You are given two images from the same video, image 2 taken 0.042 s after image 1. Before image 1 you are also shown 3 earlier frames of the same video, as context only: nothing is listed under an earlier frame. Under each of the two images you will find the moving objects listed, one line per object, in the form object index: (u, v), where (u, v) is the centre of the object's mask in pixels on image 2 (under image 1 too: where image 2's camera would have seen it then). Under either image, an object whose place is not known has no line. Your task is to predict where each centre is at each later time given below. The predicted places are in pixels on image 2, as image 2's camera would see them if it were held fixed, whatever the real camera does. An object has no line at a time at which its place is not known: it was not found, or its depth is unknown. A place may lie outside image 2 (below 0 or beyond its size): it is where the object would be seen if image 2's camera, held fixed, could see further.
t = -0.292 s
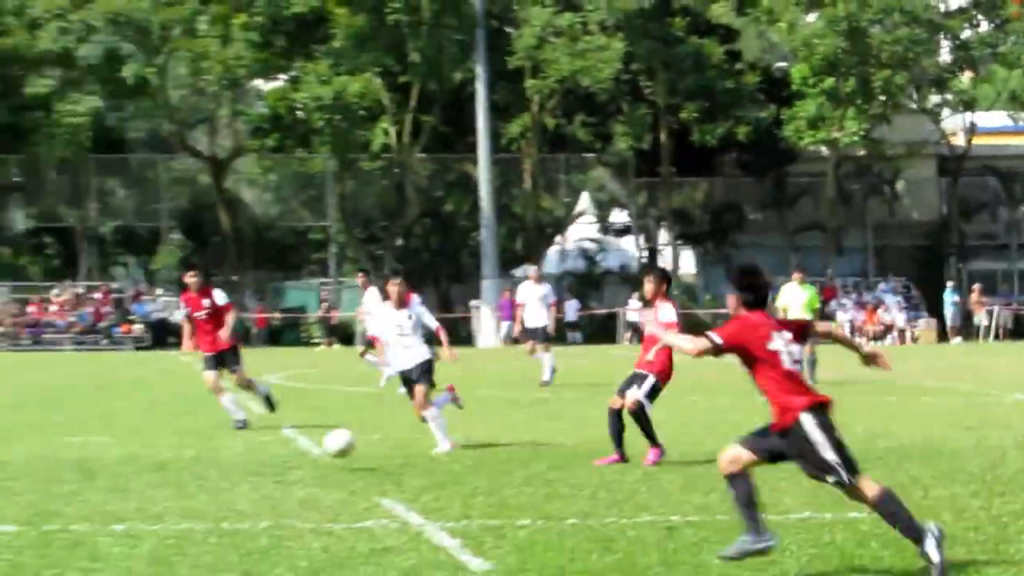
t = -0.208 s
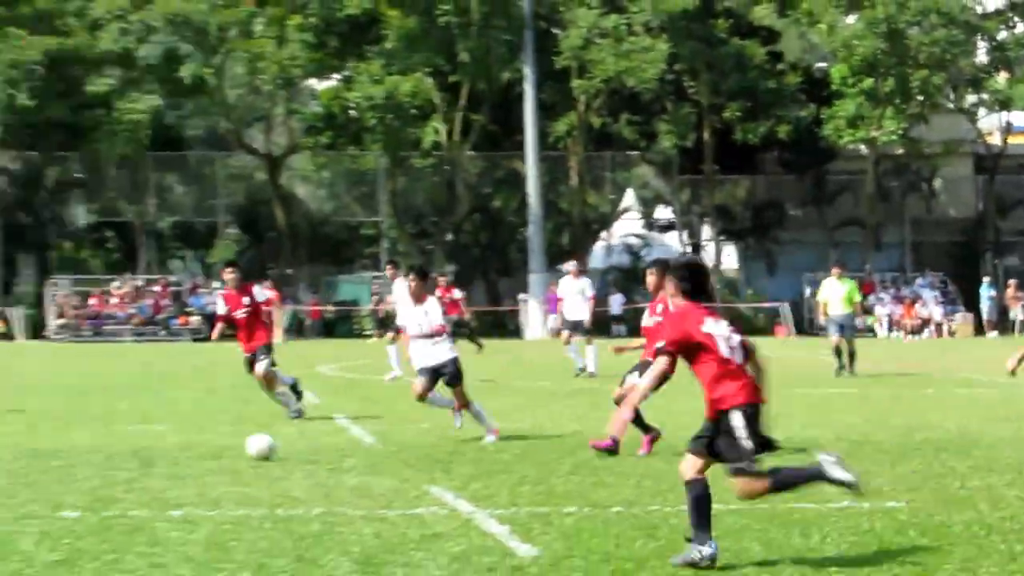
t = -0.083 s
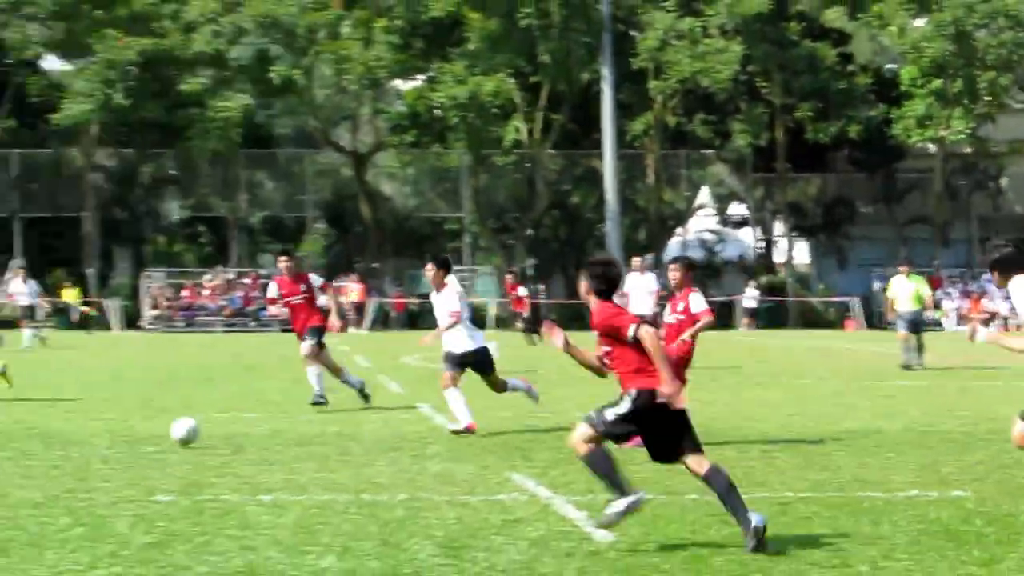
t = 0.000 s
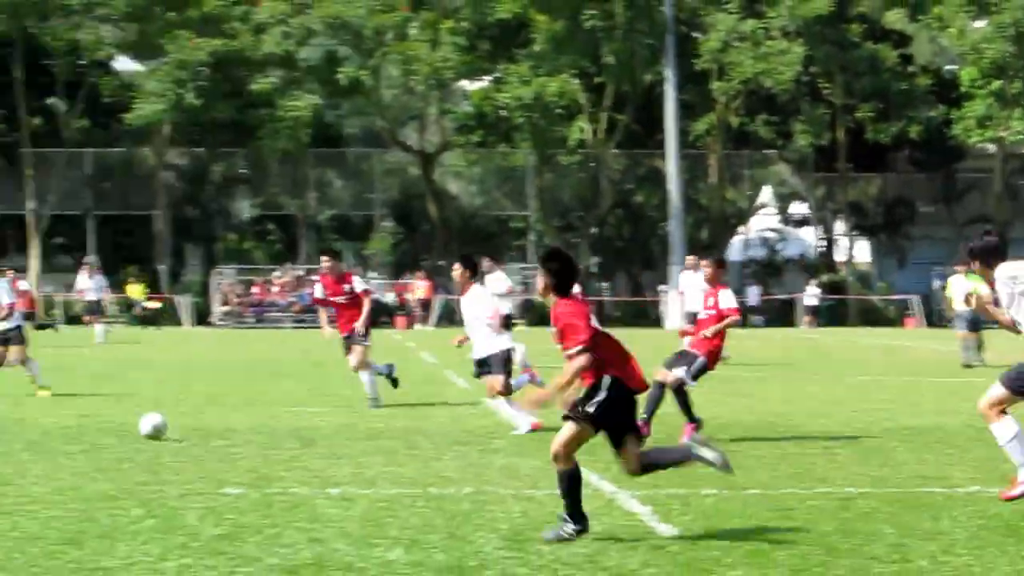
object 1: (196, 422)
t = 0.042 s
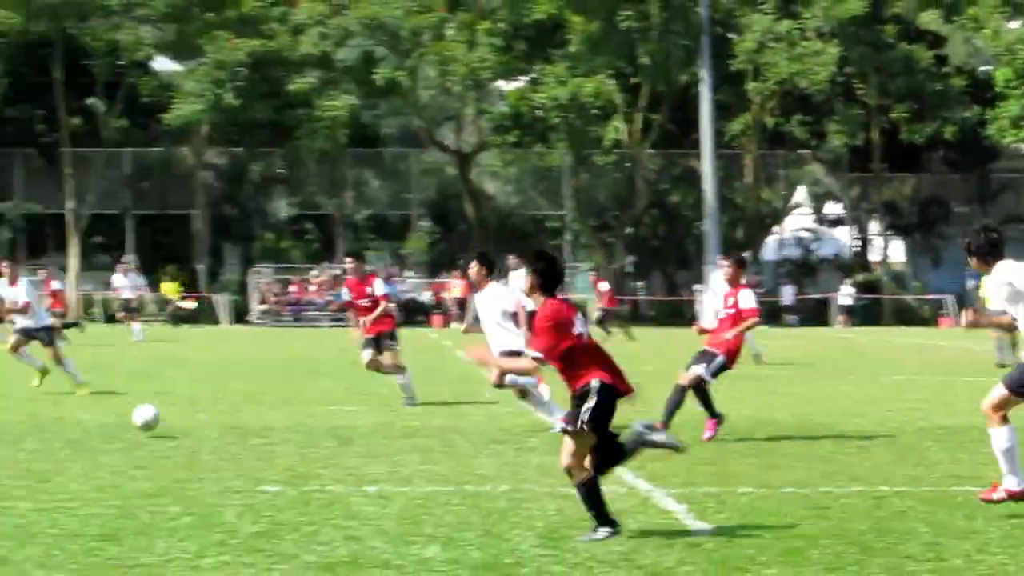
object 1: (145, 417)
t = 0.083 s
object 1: (94, 414)
